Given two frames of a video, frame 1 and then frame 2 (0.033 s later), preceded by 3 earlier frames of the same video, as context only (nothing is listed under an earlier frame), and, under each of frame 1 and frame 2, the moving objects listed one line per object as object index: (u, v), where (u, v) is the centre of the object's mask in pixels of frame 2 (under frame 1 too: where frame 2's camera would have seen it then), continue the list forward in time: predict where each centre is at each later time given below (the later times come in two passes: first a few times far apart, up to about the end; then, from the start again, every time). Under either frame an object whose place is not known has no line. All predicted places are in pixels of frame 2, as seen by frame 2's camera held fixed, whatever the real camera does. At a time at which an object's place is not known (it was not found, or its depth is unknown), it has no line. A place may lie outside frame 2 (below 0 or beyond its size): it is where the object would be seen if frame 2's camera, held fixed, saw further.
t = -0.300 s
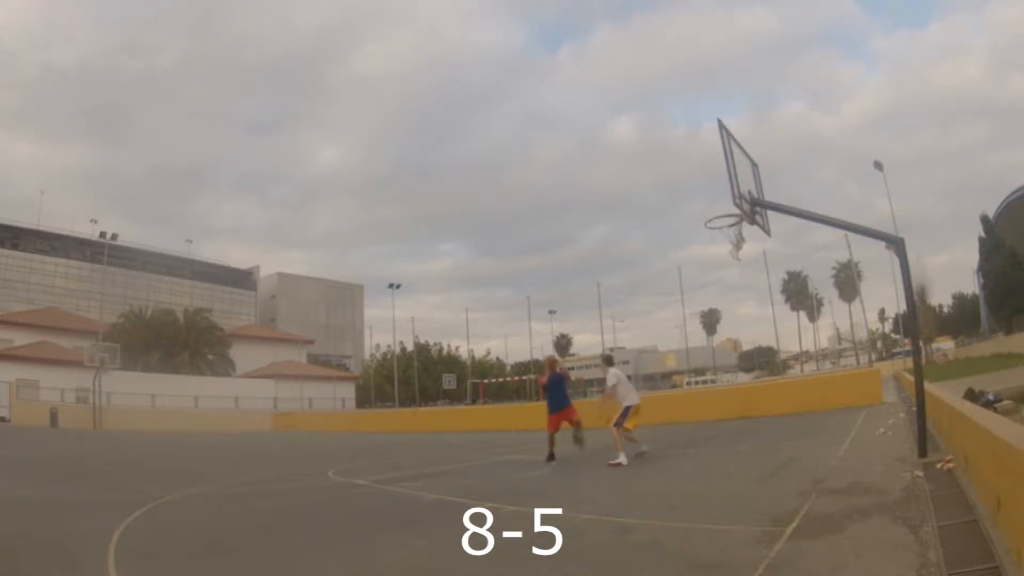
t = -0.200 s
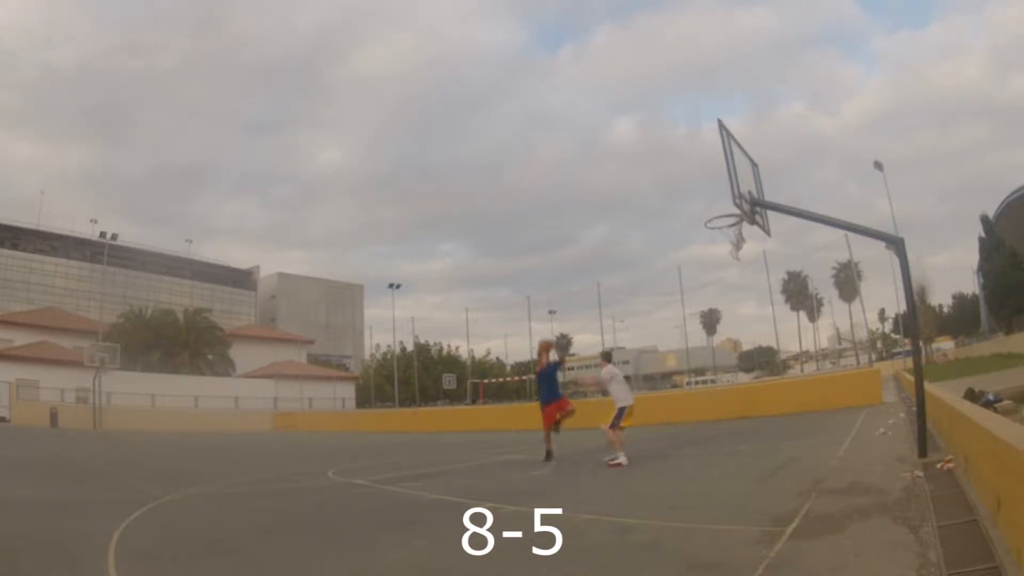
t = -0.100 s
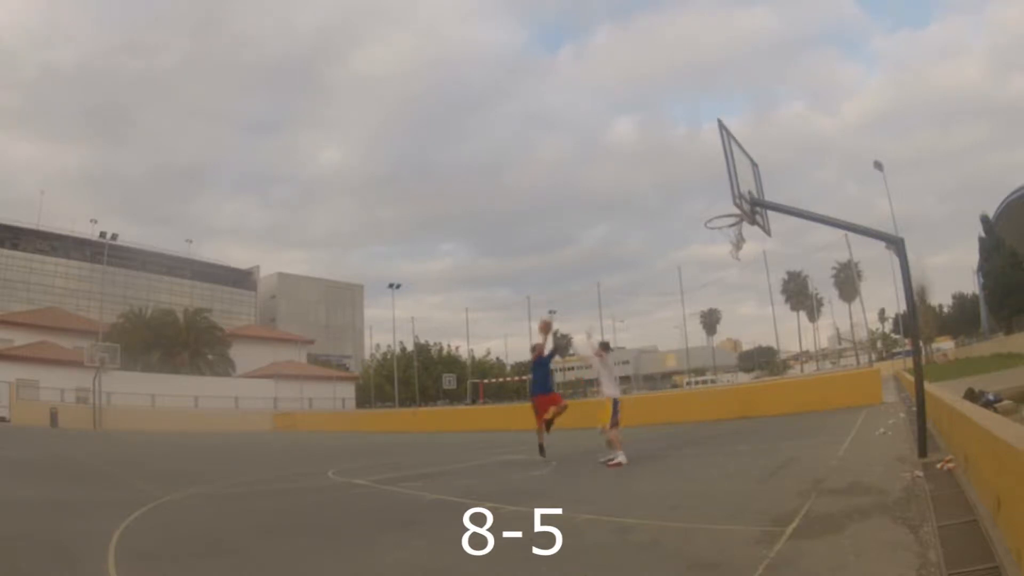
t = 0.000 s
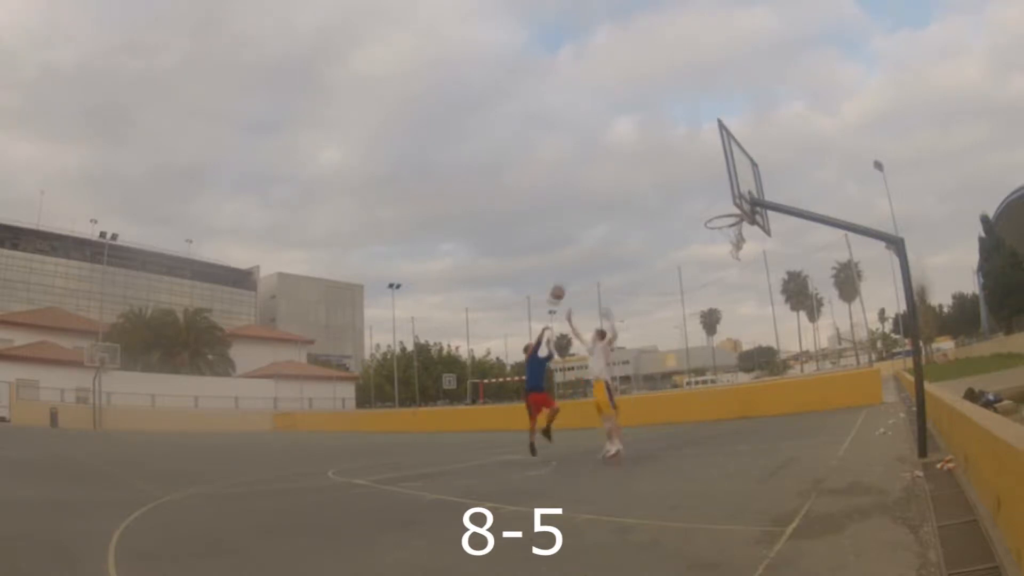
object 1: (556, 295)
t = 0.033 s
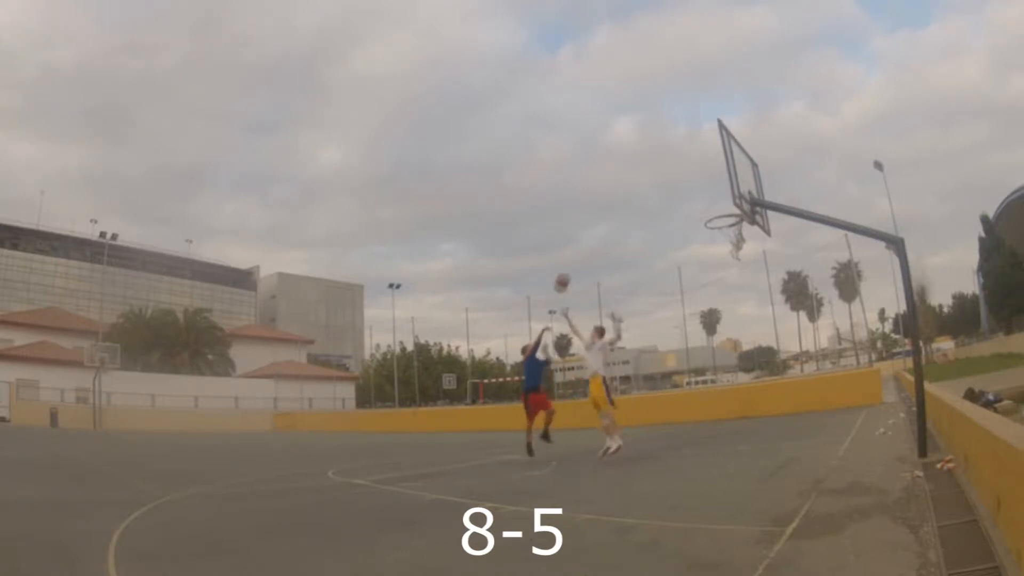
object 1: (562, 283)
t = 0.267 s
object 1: (596, 224)
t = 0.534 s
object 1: (645, 192)
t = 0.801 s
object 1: (708, 205)
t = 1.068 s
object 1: (731, 266)
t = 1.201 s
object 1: (728, 314)
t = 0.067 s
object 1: (566, 273)
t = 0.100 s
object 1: (571, 264)
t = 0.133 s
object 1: (576, 254)
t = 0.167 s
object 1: (581, 246)
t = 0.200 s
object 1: (586, 238)
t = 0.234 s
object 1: (591, 230)
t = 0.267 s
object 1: (596, 224)
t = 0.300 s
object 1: (602, 217)
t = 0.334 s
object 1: (607, 213)
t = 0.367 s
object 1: (613, 207)
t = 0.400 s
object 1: (619, 203)
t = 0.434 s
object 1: (625, 199)
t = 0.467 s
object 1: (632, 196)
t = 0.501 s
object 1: (638, 193)
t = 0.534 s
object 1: (645, 192)
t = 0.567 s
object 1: (652, 190)
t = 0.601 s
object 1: (658, 190)
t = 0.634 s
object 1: (667, 191)
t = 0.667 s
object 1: (674, 192)
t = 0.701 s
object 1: (681, 194)
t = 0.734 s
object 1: (689, 196)
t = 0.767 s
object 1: (698, 200)
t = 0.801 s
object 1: (708, 205)
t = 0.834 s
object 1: (716, 210)
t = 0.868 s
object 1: (723, 215)
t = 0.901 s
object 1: (735, 224)
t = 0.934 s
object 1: (735, 232)
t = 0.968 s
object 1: (736, 241)
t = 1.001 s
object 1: (733, 249)
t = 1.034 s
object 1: (732, 257)
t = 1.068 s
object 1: (731, 266)
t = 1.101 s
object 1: (730, 277)
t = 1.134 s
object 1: (729, 290)
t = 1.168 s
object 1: (728, 300)
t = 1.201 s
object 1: (728, 314)
